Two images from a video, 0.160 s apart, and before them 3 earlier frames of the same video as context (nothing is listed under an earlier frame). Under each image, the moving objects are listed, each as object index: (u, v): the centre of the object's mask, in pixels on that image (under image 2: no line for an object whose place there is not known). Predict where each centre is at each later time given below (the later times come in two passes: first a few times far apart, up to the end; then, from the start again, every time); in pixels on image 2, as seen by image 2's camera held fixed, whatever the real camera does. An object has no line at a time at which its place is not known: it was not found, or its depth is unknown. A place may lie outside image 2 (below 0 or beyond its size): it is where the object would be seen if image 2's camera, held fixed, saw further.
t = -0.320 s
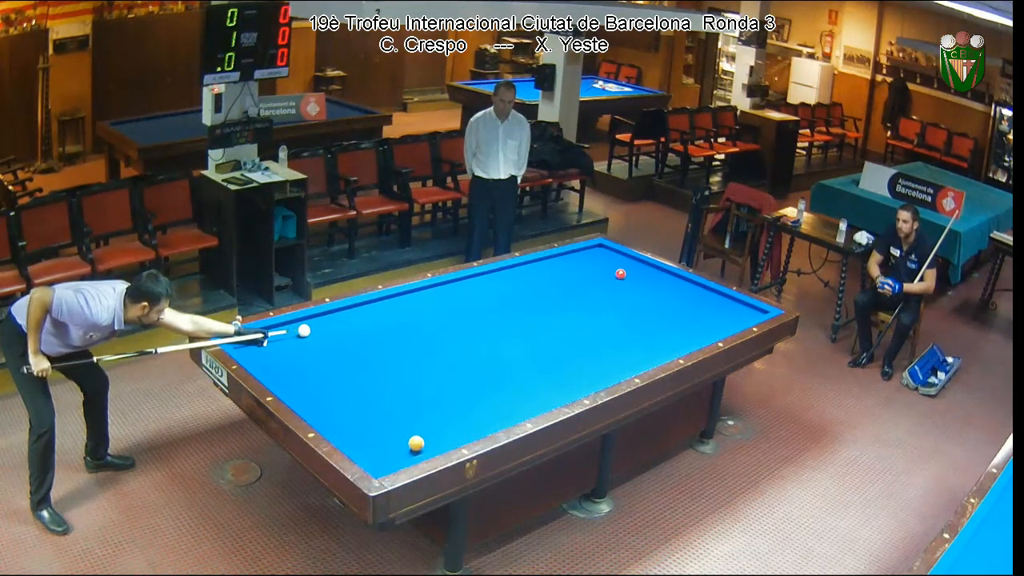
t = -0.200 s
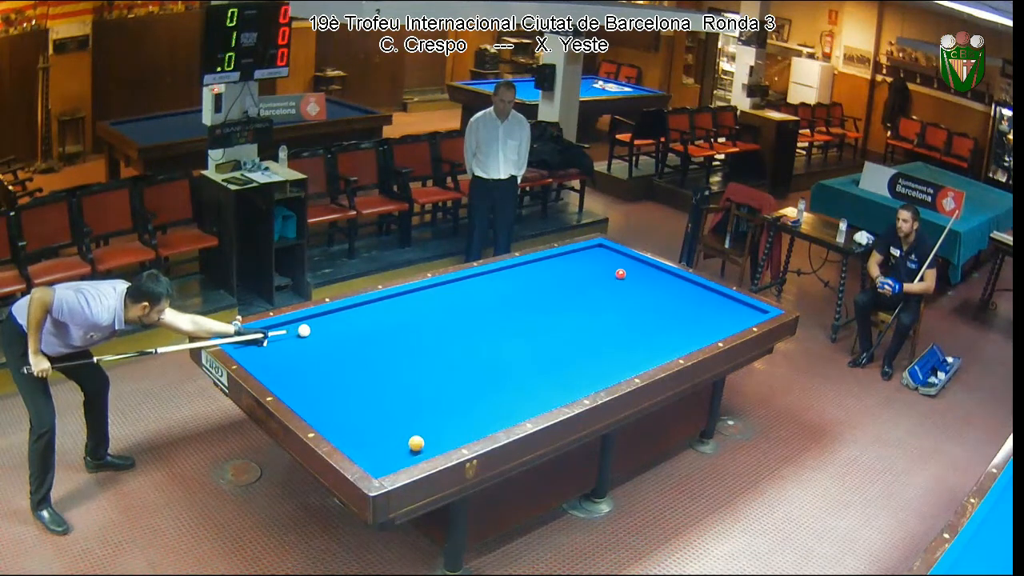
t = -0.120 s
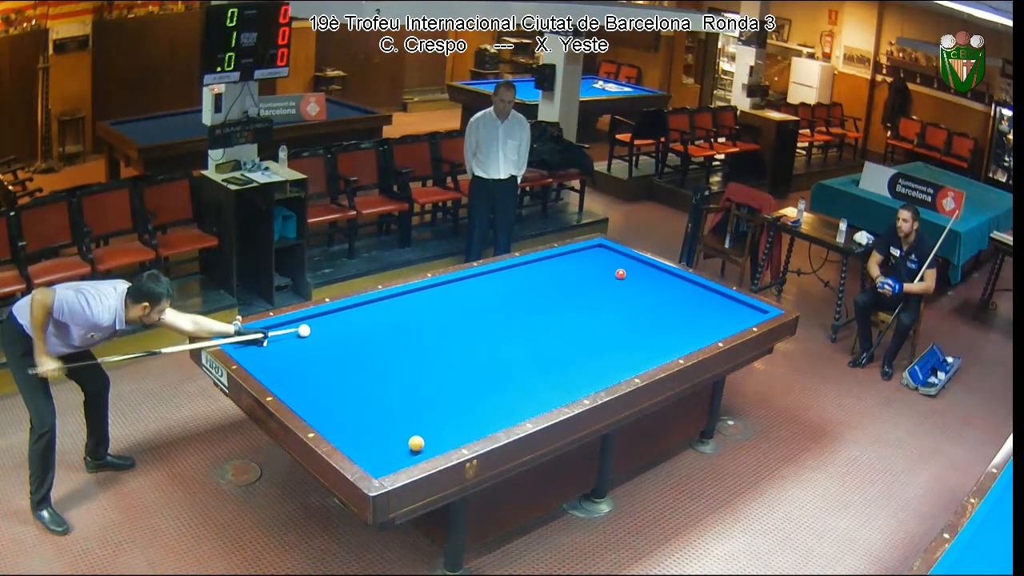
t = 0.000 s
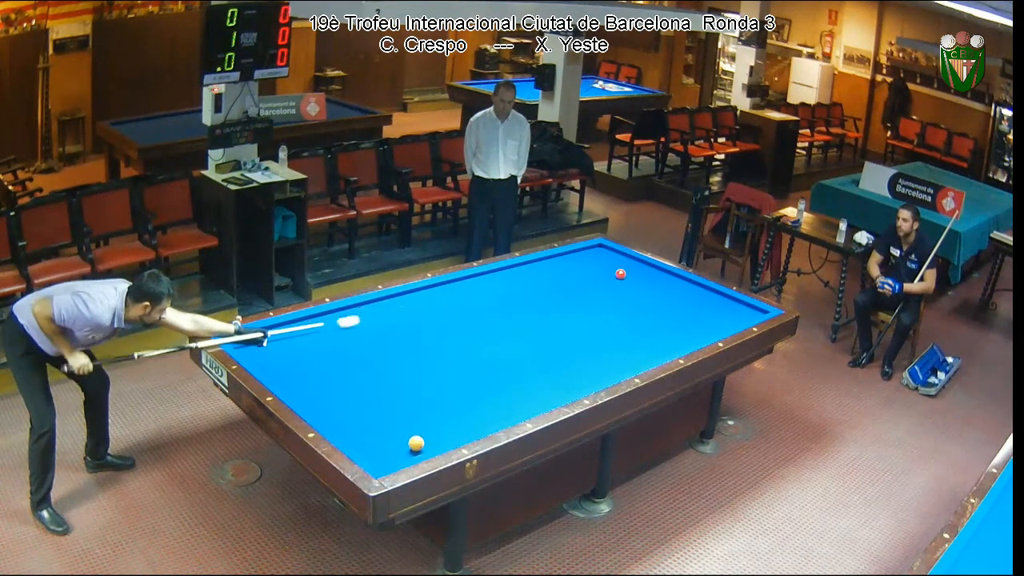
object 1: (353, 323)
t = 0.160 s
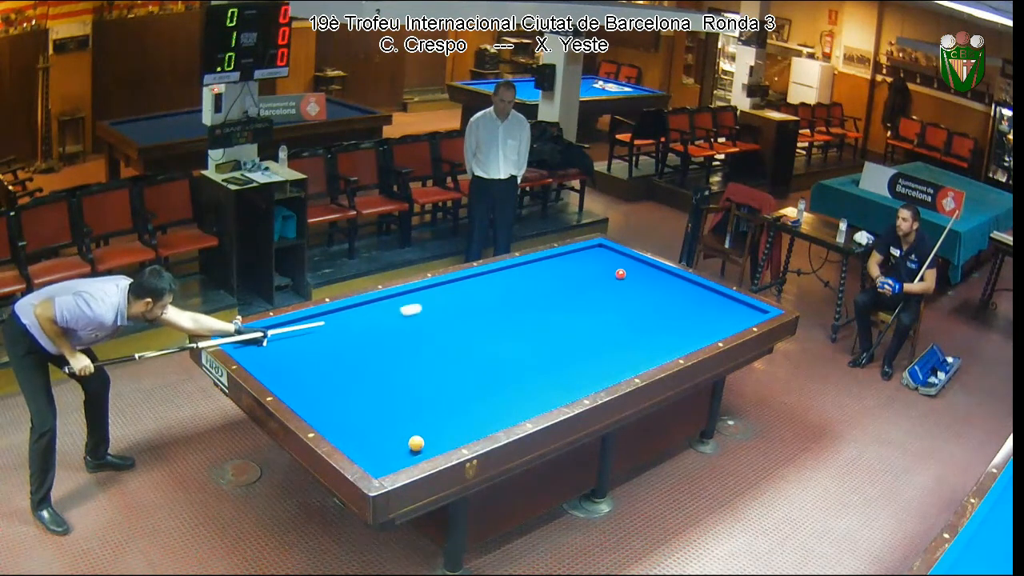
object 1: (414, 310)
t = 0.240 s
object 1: (442, 305)
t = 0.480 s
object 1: (524, 289)
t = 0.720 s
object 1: (595, 276)
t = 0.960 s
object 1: (627, 258)
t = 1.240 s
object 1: (586, 260)
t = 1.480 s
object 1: (549, 261)
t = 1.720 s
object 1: (526, 268)
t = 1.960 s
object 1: (510, 276)
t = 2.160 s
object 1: (496, 284)
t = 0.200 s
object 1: (429, 308)
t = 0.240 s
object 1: (442, 305)
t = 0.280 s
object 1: (458, 302)
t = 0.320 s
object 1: (471, 300)
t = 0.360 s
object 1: (485, 297)
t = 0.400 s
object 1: (499, 294)
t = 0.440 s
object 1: (511, 292)
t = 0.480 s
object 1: (524, 289)
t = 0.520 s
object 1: (538, 286)
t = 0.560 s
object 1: (550, 285)
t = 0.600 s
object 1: (561, 283)
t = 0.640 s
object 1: (573, 280)
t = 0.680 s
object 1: (584, 277)
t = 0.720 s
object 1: (595, 276)
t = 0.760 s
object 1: (606, 273)
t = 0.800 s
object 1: (614, 272)
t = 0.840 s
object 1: (616, 267)
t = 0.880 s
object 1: (619, 264)
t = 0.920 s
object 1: (623, 261)
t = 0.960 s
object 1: (627, 258)
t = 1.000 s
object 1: (628, 256)
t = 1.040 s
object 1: (622, 256)
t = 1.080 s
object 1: (614, 257)
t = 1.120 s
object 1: (607, 258)
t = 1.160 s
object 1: (600, 258)
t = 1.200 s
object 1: (593, 259)
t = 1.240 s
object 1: (586, 260)
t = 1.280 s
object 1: (580, 260)
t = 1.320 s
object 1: (574, 261)
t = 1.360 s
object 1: (567, 261)
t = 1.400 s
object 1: (562, 261)
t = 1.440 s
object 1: (555, 261)
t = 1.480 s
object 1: (549, 261)
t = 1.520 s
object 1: (543, 262)
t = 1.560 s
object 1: (537, 262)
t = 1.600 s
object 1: (534, 263)
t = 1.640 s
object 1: (532, 265)
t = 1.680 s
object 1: (529, 266)
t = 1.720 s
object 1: (526, 268)
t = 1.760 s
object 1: (524, 269)
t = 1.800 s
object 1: (521, 270)
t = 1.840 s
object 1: (518, 272)
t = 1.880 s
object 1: (515, 273)
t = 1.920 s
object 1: (513, 275)
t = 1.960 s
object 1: (510, 276)
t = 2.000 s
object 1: (507, 278)
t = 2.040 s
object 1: (504, 279)
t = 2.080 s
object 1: (501, 281)
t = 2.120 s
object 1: (498, 283)
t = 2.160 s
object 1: (496, 284)
